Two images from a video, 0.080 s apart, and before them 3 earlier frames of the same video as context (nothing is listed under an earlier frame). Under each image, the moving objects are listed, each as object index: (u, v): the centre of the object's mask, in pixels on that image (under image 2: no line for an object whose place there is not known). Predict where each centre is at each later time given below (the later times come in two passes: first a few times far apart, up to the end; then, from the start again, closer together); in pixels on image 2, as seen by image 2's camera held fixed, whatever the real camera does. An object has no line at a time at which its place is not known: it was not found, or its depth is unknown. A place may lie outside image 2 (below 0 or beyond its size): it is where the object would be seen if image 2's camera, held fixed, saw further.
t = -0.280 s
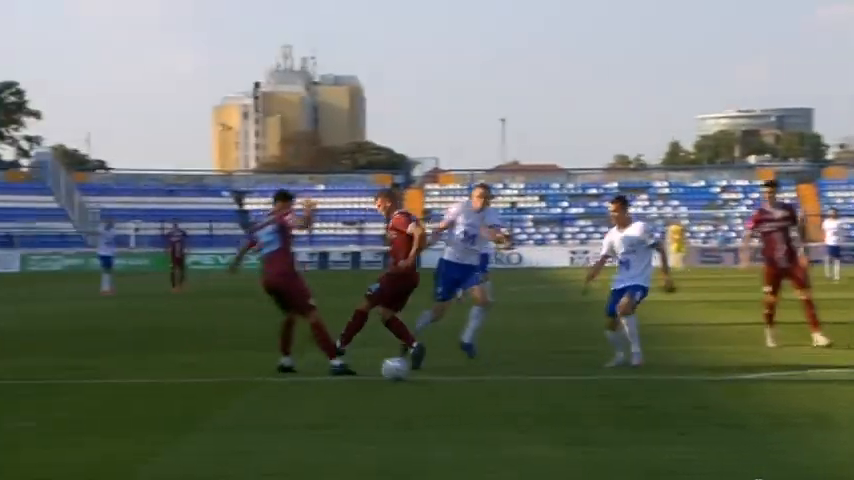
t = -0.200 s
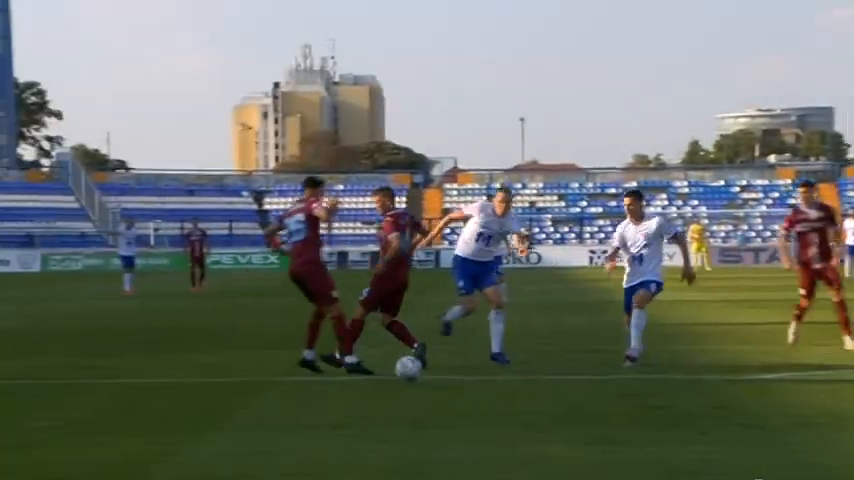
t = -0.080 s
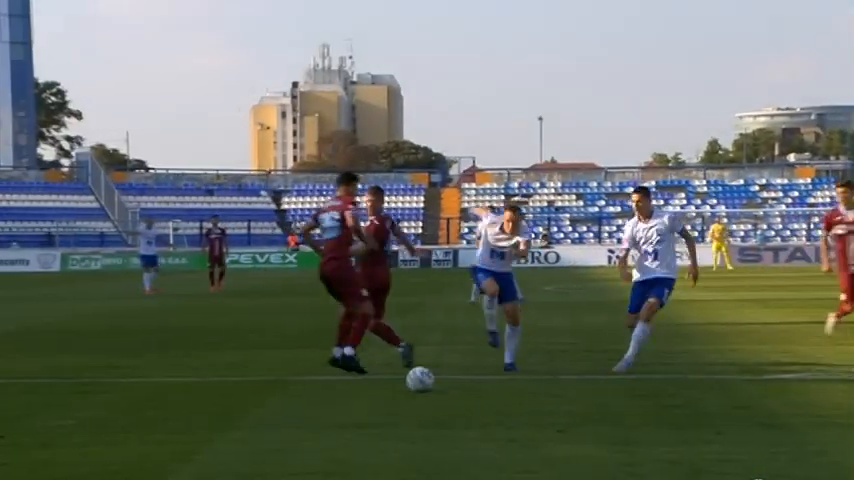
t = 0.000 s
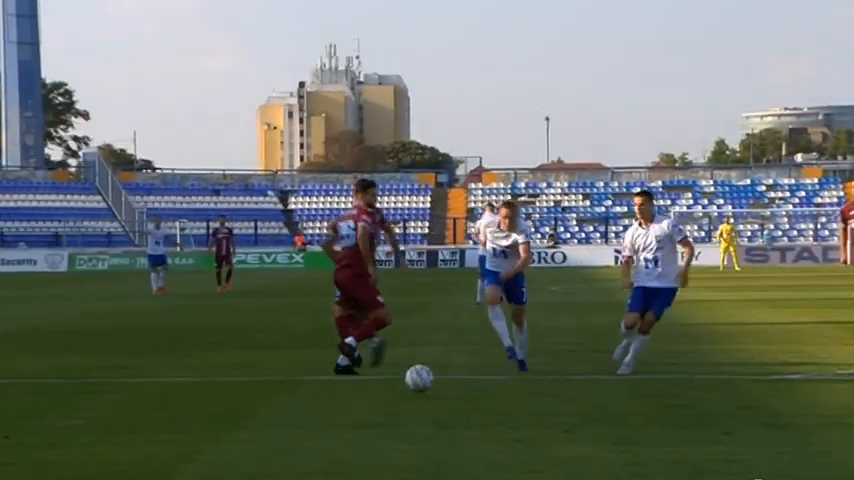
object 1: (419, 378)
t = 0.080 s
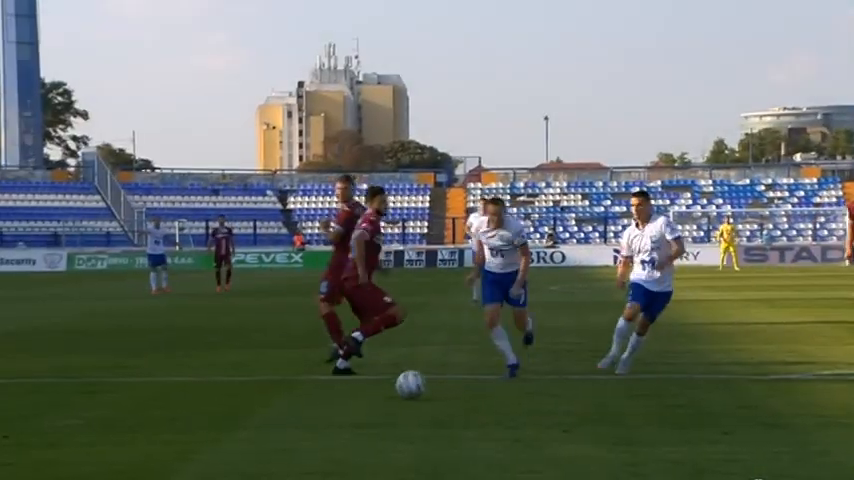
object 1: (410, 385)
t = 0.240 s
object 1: (391, 393)
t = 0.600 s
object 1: (328, 415)
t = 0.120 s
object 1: (406, 390)
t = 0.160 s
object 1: (402, 391)
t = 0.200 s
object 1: (396, 391)
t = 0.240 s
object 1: (391, 393)
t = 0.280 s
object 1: (386, 397)
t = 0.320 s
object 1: (379, 400)
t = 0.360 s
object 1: (373, 401)
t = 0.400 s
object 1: (367, 403)
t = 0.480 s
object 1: (353, 407)
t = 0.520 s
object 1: (345, 409)
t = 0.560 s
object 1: (336, 411)
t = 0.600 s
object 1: (328, 415)
